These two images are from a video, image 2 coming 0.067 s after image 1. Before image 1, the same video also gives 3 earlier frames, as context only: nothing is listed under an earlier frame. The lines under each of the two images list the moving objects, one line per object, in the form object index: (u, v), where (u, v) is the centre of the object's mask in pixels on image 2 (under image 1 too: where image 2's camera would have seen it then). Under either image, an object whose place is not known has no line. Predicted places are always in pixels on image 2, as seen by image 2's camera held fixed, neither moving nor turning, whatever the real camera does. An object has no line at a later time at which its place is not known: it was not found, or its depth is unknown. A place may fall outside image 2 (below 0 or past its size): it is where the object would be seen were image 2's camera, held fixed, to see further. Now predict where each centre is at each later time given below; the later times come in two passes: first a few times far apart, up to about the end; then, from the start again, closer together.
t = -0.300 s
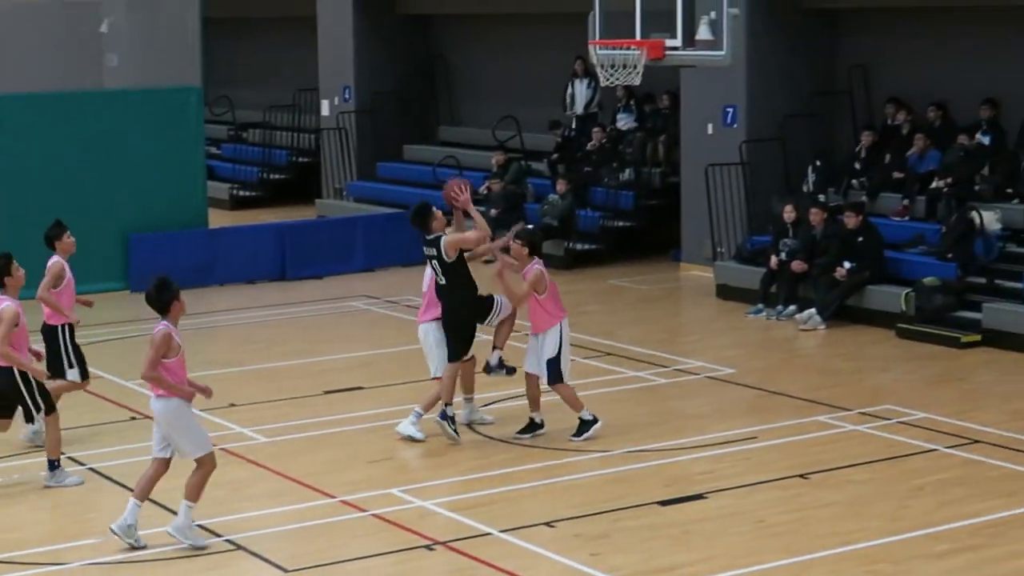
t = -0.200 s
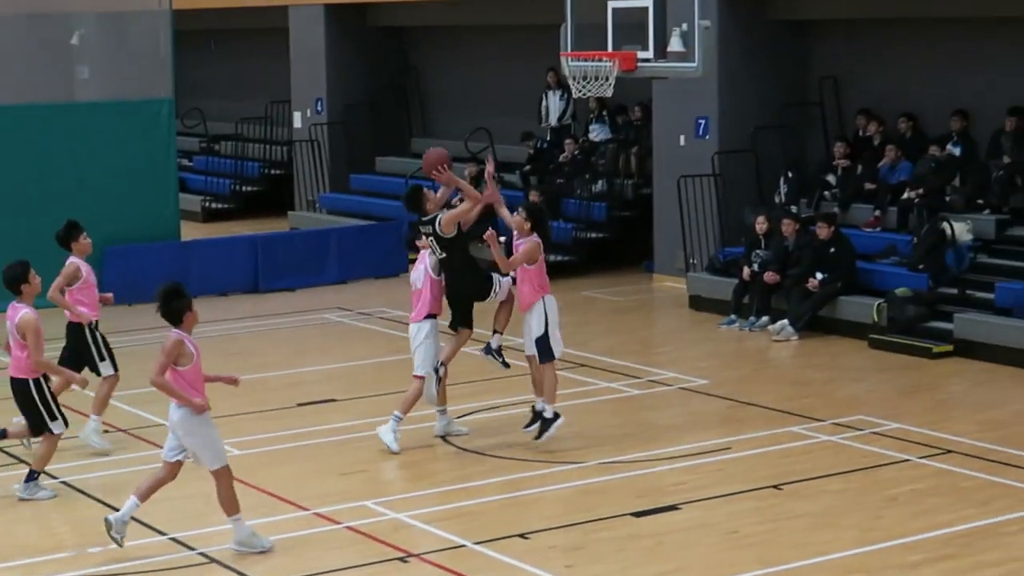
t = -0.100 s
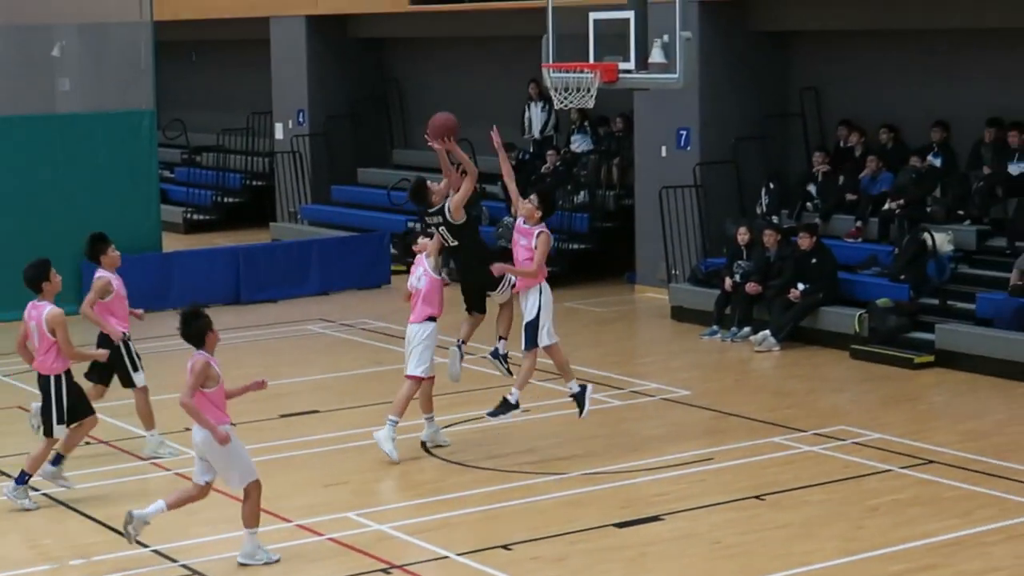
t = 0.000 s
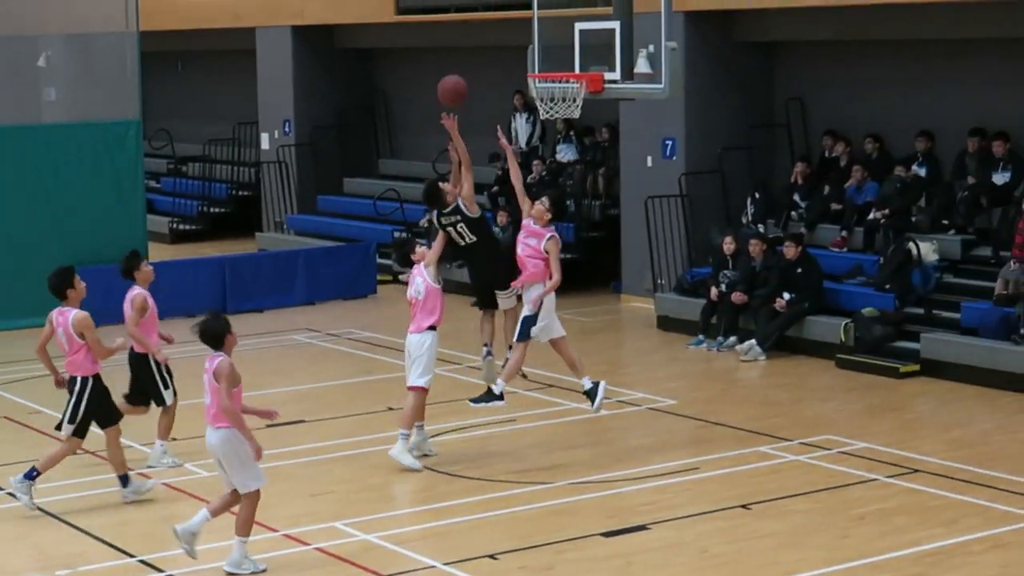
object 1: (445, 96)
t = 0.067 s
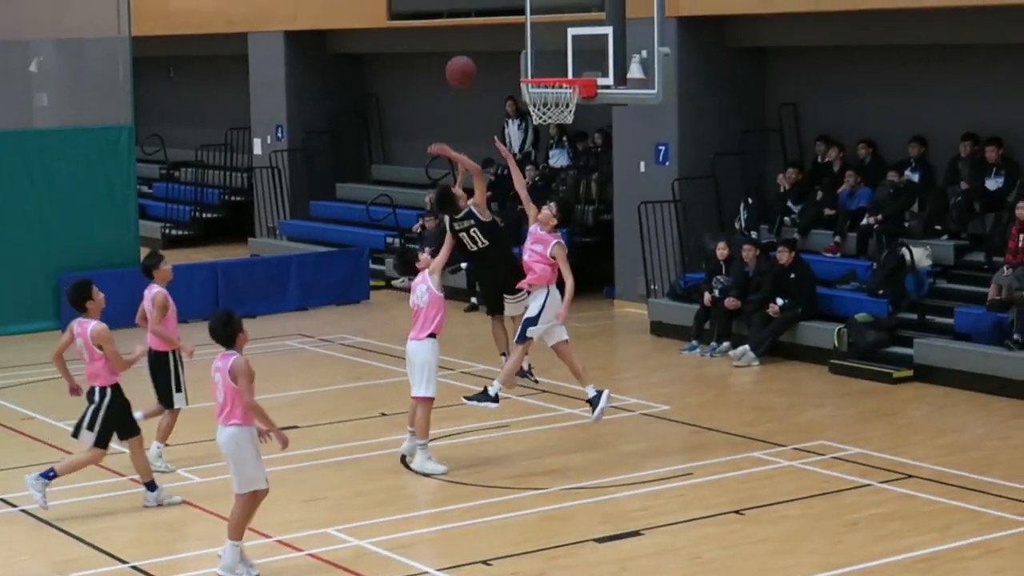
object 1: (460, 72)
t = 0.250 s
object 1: (502, 35)
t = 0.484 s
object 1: (554, 48)
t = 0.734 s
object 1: (543, 35)
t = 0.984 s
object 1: (506, 52)
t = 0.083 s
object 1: (464, 67)
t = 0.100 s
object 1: (468, 62)
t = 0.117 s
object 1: (472, 57)
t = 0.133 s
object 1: (476, 53)
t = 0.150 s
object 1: (479, 49)
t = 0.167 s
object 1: (483, 46)
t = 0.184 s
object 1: (487, 43)
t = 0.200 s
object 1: (491, 40)
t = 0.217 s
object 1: (496, 39)
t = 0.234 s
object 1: (499, 36)
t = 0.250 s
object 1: (502, 35)
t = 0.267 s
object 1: (506, 34)
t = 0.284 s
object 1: (510, 34)
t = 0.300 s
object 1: (514, 33)
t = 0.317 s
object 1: (517, 33)
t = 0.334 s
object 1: (521, 33)
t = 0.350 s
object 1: (524, 33)
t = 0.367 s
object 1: (528, 34)
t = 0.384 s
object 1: (532, 35)
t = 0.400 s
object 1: (536, 36)
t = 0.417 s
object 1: (540, 38)
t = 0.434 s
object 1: (544, 40)
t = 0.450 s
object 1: (546, 43)
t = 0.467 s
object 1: (550, 45)
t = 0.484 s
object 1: (554, 48)
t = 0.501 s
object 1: (558, 52)
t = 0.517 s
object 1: (561, 56)
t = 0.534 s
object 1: (565, 61)
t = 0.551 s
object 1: (569, 65)
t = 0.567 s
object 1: (569, 65)
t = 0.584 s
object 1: (566, 60)
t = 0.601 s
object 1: (563, 56)
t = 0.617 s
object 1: (560, 52)
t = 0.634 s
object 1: (558, 48)
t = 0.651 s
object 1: (556, 45)
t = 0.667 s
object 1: (553, 42)
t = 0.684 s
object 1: (551, 40)
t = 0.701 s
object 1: (549, 38)
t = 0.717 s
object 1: (547, 36)
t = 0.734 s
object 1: (543, 35)
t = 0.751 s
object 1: (540, 33)
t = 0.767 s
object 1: (538, 33)
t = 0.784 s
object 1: (536, 32)
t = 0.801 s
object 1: (533, 32)
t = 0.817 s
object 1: (531, 32)
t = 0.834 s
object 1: (527, 33)
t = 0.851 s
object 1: (525, 34)
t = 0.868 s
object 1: (523, 35)
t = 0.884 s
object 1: (521, 36)
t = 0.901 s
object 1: (518, 38)
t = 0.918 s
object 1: (515, 40)
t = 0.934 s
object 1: (513, 42)
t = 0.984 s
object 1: (506, 52)
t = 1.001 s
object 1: (503, 55)
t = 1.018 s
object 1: (501, 60)
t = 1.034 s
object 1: (499, 65)
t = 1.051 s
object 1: (496, 69)
